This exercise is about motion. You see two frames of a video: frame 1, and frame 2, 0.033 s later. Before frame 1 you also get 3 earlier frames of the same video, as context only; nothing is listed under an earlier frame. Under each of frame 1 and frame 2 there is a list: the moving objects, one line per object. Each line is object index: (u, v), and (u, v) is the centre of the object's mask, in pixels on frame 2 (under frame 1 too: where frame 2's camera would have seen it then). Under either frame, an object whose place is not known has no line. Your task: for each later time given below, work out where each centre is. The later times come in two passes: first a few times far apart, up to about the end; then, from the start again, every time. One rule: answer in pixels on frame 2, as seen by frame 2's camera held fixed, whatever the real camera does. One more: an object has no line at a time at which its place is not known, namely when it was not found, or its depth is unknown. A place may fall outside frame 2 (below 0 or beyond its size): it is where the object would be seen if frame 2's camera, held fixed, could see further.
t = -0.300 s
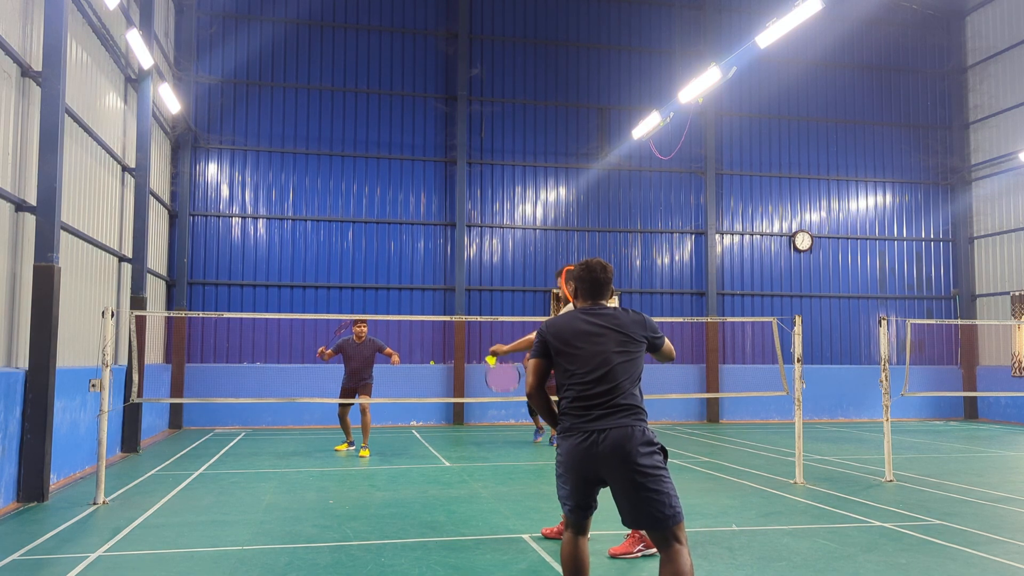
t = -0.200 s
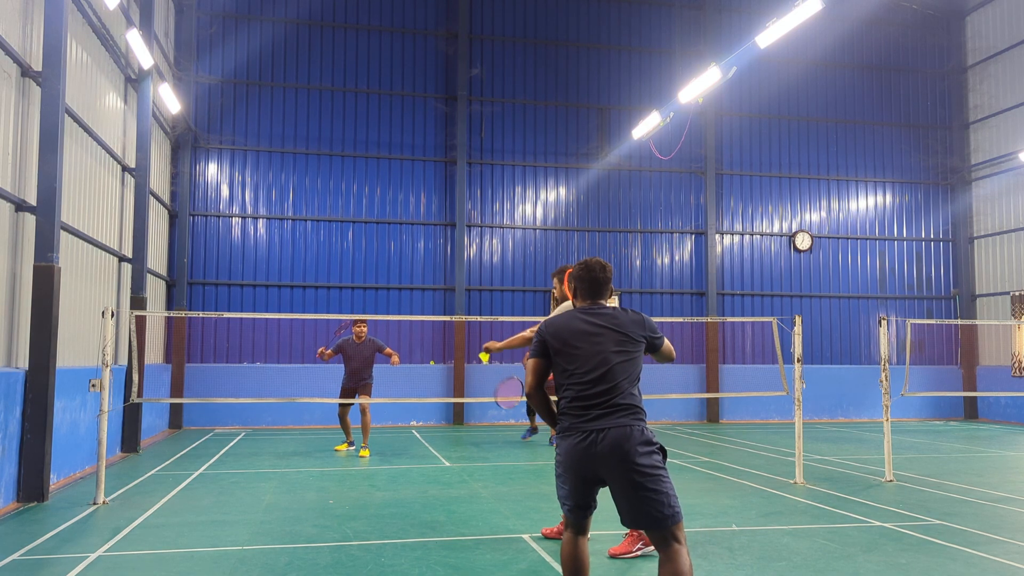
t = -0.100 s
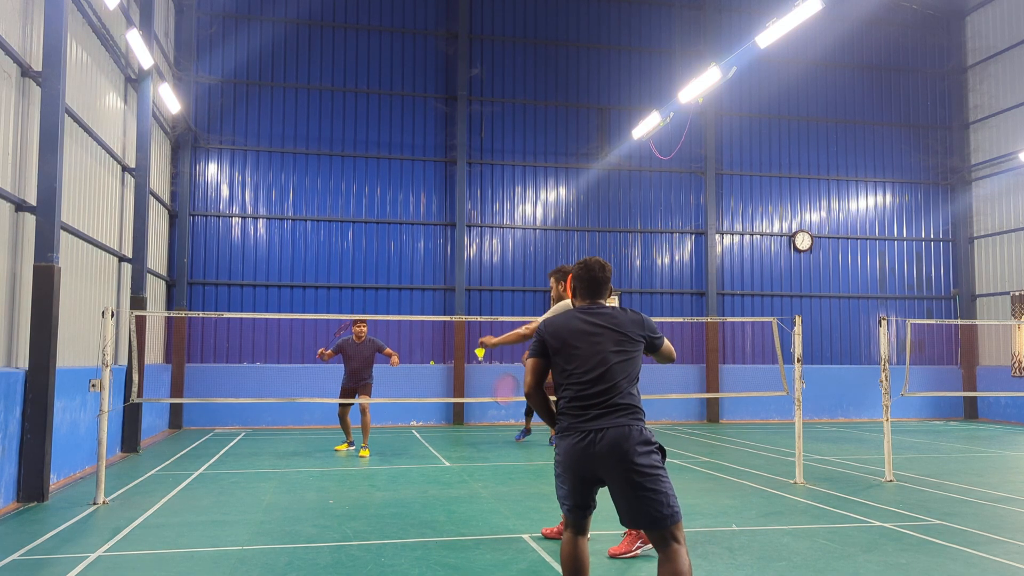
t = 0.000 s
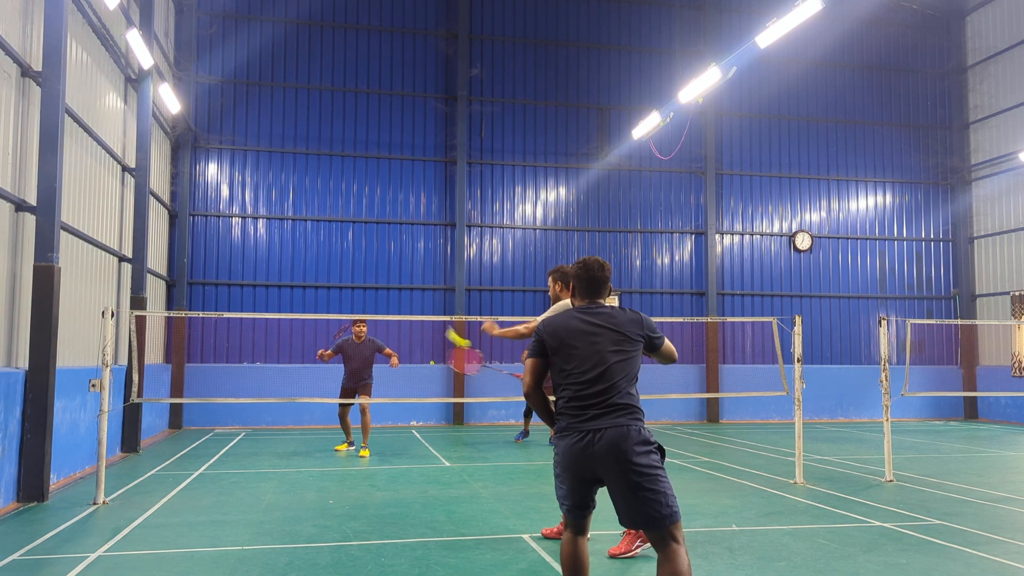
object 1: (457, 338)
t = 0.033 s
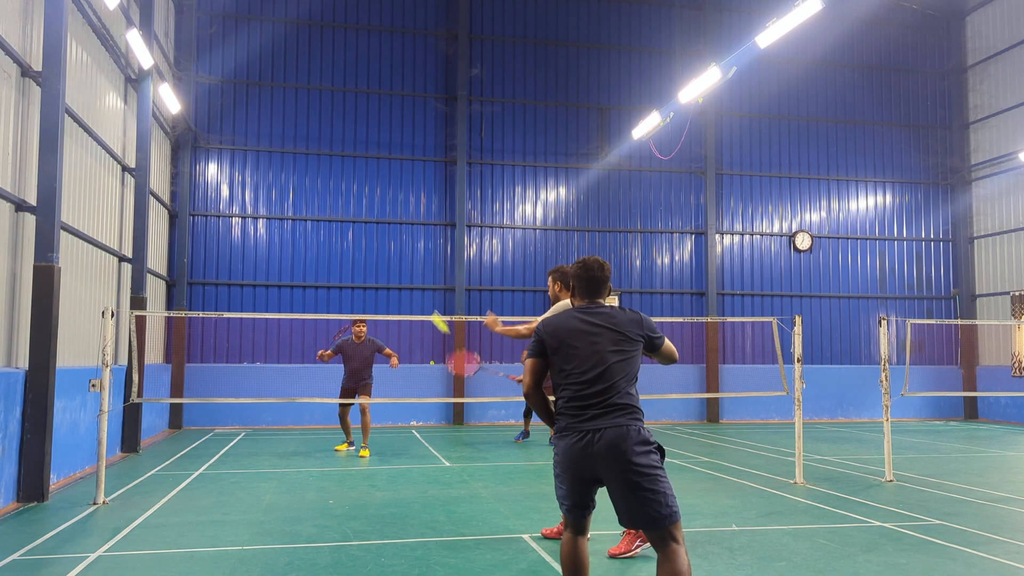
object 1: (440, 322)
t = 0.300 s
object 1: (365, 271)
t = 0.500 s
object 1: (332, 291)
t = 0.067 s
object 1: (427, 307)
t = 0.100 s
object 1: (419, 295)
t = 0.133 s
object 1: (408, 285)
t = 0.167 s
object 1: (398, 279)
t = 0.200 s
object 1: (389, 276)
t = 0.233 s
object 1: (380, 274)
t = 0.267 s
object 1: (372, 272)
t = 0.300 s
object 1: (365, 271)
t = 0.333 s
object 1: (358, 272)
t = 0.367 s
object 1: (352, 273)
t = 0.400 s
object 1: (347, 276)
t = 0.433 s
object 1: (341, 280)
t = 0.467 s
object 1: (336, 285)
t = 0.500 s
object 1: (332, 291)
